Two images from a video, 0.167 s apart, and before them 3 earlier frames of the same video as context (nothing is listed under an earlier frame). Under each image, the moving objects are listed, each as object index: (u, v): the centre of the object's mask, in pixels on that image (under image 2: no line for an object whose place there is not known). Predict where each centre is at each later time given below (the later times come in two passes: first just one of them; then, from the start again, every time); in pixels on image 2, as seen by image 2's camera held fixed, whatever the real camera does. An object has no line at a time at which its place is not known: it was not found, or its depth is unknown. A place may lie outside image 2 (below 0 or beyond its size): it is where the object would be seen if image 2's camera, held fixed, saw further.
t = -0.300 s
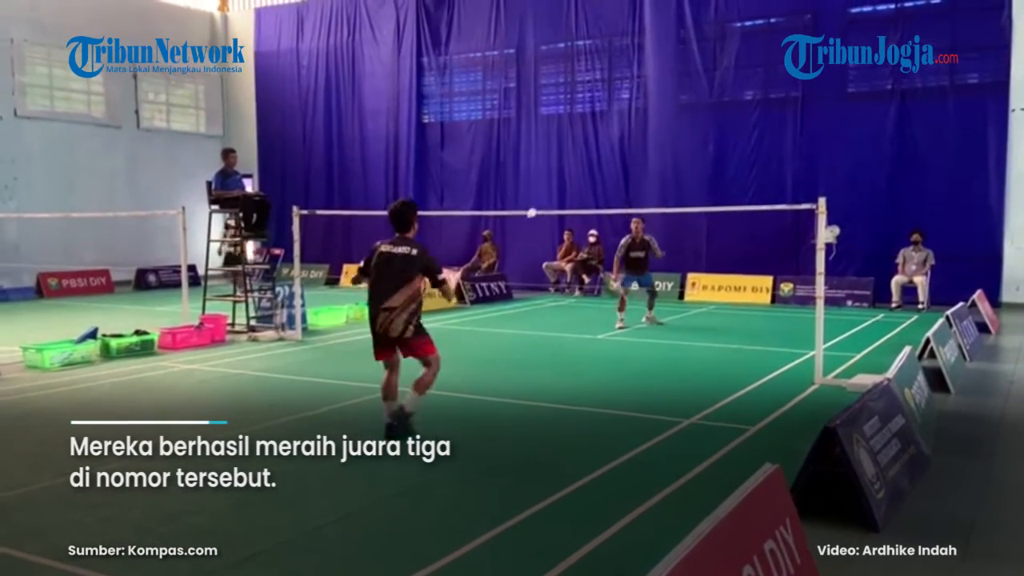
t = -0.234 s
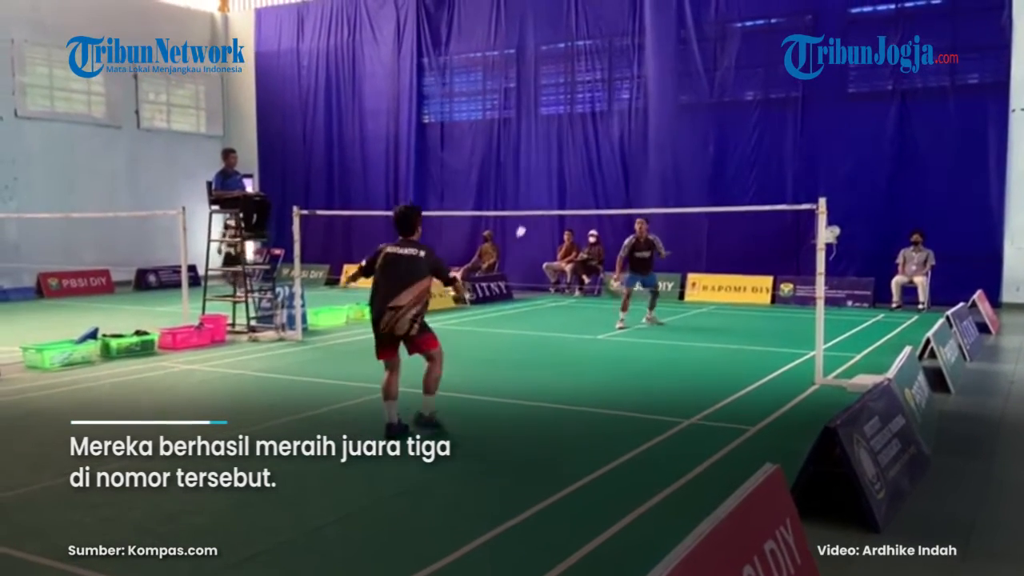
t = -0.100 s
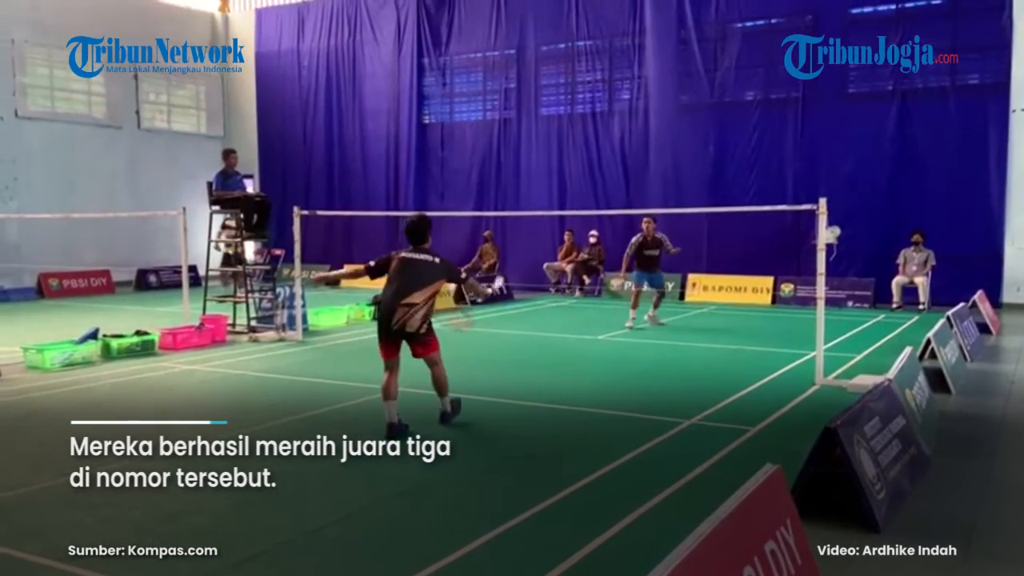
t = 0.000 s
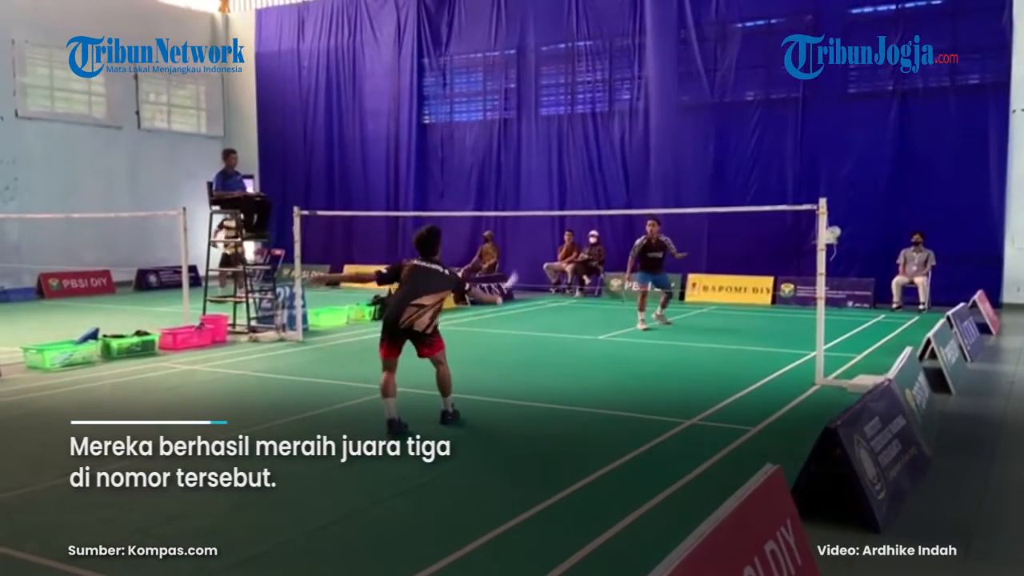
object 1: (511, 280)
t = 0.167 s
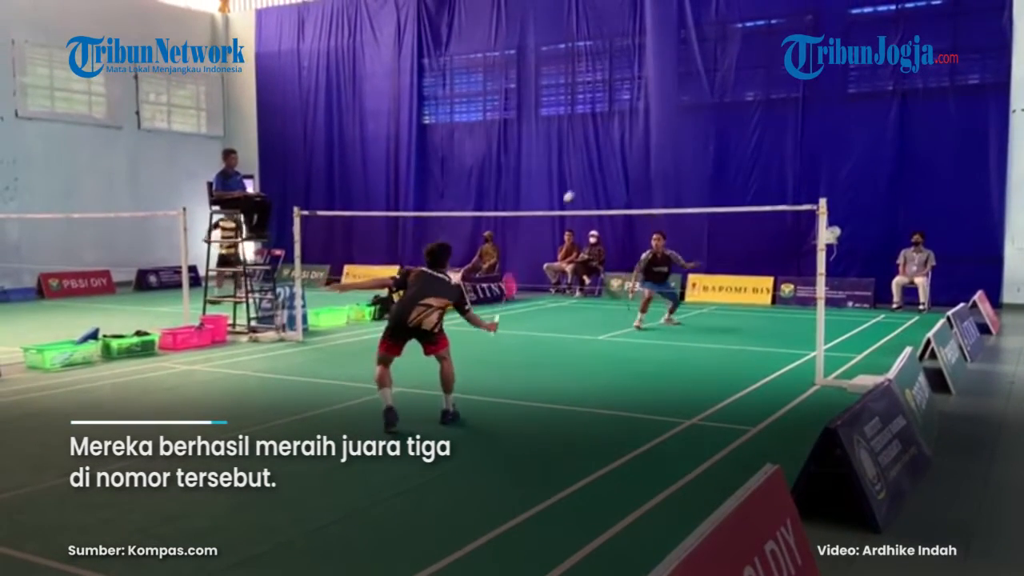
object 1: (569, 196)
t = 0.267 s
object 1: (594, 176)
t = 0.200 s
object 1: (578, 186)
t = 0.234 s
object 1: (586, 179)
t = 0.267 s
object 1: (594, 176)
